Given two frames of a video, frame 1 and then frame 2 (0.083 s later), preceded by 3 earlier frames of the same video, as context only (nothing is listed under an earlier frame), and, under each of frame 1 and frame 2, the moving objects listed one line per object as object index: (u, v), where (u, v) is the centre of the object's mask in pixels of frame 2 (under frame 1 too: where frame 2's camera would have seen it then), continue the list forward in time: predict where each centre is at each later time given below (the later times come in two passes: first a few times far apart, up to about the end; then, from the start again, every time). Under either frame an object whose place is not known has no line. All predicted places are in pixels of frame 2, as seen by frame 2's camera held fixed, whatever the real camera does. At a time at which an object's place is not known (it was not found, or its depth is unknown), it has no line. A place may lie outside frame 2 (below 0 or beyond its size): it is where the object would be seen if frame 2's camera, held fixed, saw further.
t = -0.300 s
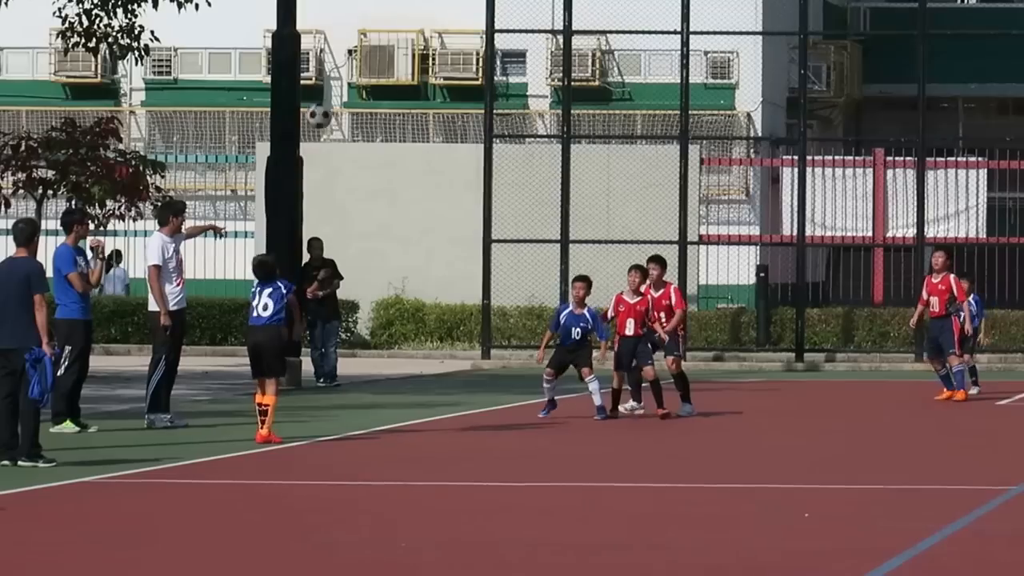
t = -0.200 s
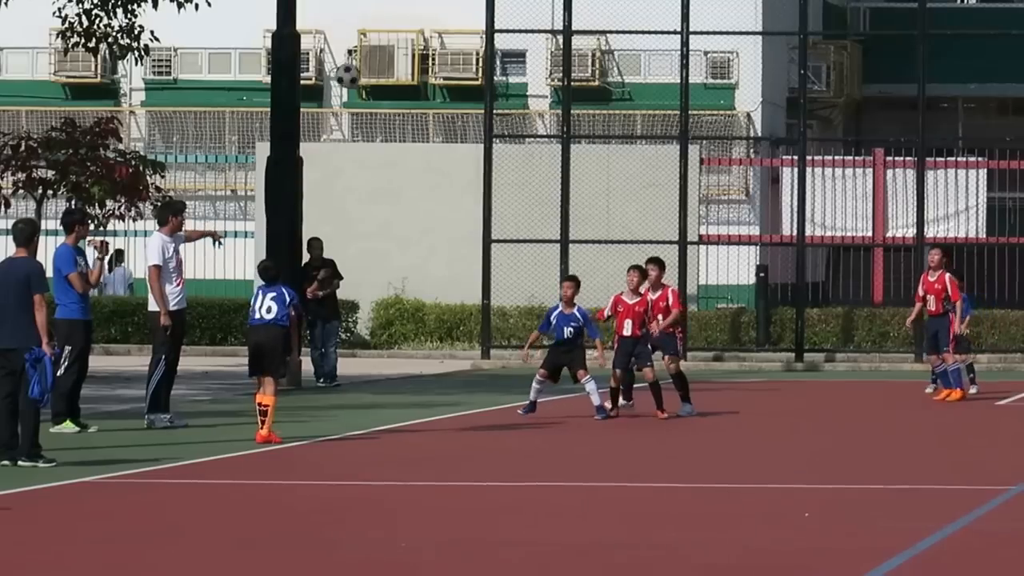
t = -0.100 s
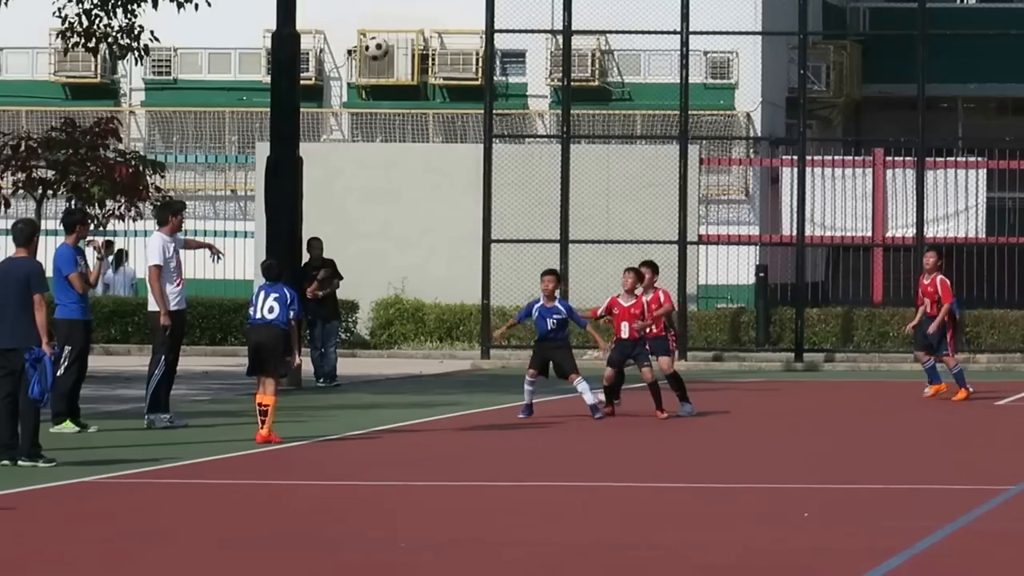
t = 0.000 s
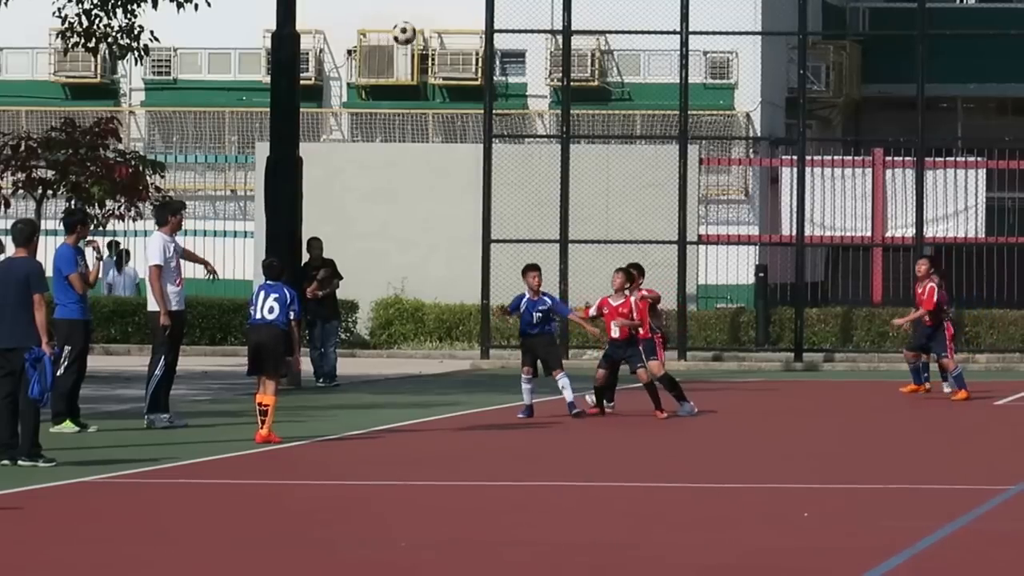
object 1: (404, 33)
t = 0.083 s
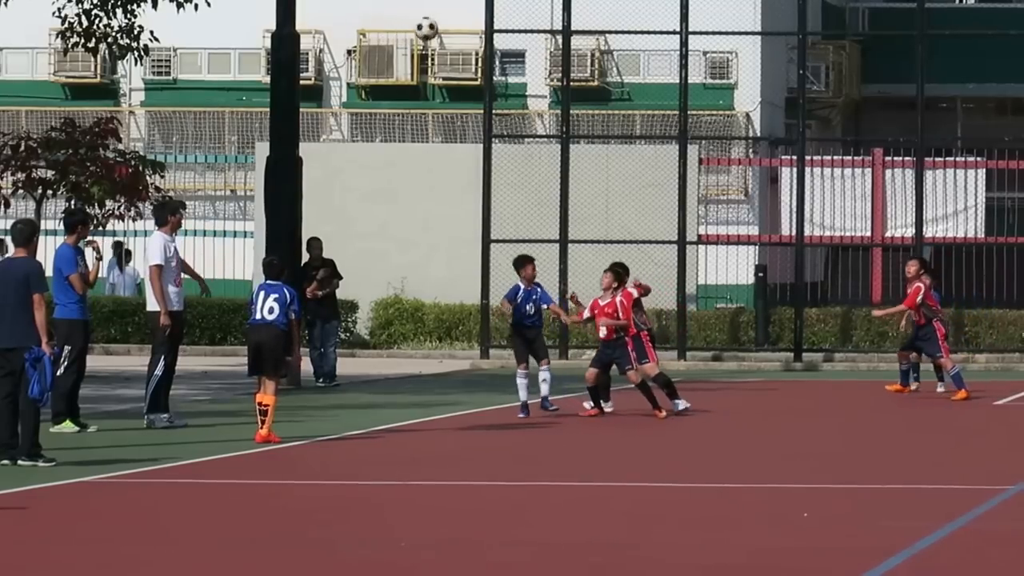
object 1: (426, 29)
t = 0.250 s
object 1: (468, 43)
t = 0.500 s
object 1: (526, 115)
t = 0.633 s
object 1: (555, 178)
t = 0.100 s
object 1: (431, 29)
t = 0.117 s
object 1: (434, 29)
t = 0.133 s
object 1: (439, 30)
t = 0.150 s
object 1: (443, 31)
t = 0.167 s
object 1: (448, 32)
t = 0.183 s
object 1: (451, 34)
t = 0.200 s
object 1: (456, 35)
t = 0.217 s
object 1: (460, 38)
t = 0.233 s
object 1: (463, 41)
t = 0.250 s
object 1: (468, 43)
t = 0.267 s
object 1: (472, 46)
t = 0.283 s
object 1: (476, 49)
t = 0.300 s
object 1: (479, 52)
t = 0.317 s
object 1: (483, 56)
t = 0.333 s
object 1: (488, 59)
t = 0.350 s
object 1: (491, 64)
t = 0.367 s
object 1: (495, 69)
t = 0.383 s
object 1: (500, 74)
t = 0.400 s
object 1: (503, 79)
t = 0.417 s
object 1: (506, 84)
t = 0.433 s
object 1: (511, 90)
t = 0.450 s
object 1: (515, 96)
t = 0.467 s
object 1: (519, 103)
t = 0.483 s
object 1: (522, 108)
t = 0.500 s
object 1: (526, 115)
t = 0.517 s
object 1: (530, 122)
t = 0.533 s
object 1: (533, 129)
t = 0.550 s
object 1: (537, 137)
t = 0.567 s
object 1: (541, 145)
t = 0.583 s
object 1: (545, 153)
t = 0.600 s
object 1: (548, 161)
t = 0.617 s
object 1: (551, 169)
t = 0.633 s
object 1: (555, 178)
